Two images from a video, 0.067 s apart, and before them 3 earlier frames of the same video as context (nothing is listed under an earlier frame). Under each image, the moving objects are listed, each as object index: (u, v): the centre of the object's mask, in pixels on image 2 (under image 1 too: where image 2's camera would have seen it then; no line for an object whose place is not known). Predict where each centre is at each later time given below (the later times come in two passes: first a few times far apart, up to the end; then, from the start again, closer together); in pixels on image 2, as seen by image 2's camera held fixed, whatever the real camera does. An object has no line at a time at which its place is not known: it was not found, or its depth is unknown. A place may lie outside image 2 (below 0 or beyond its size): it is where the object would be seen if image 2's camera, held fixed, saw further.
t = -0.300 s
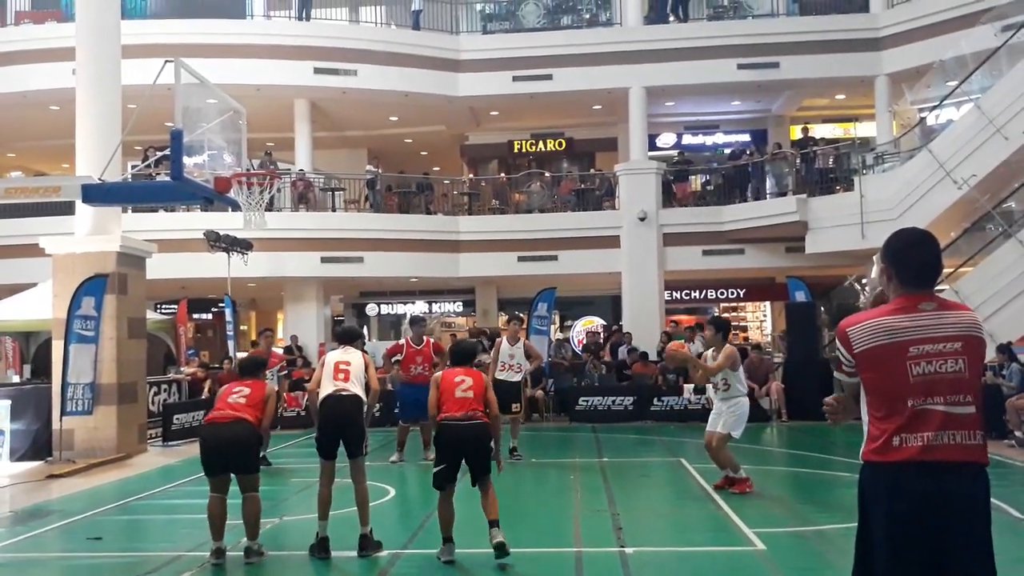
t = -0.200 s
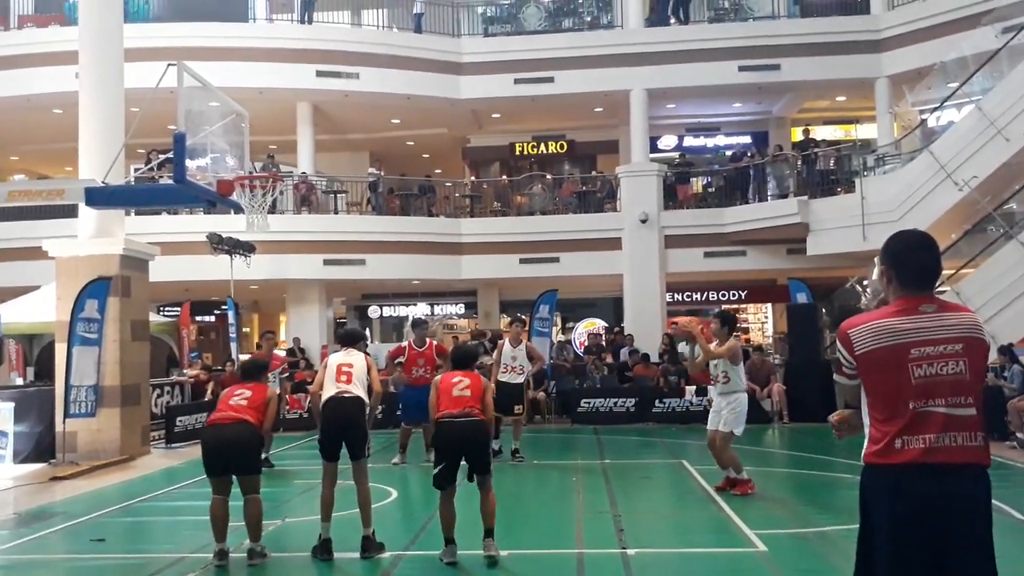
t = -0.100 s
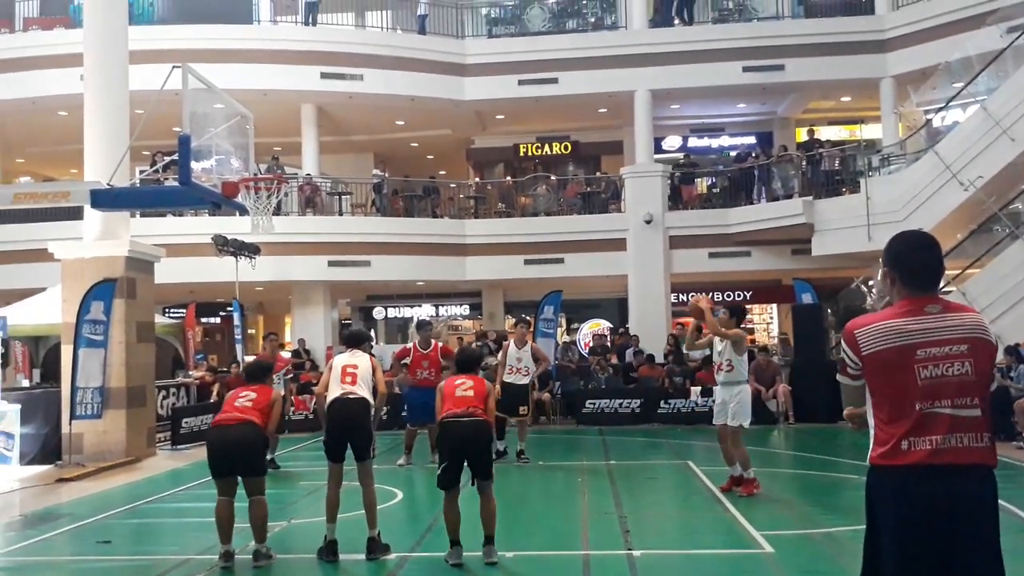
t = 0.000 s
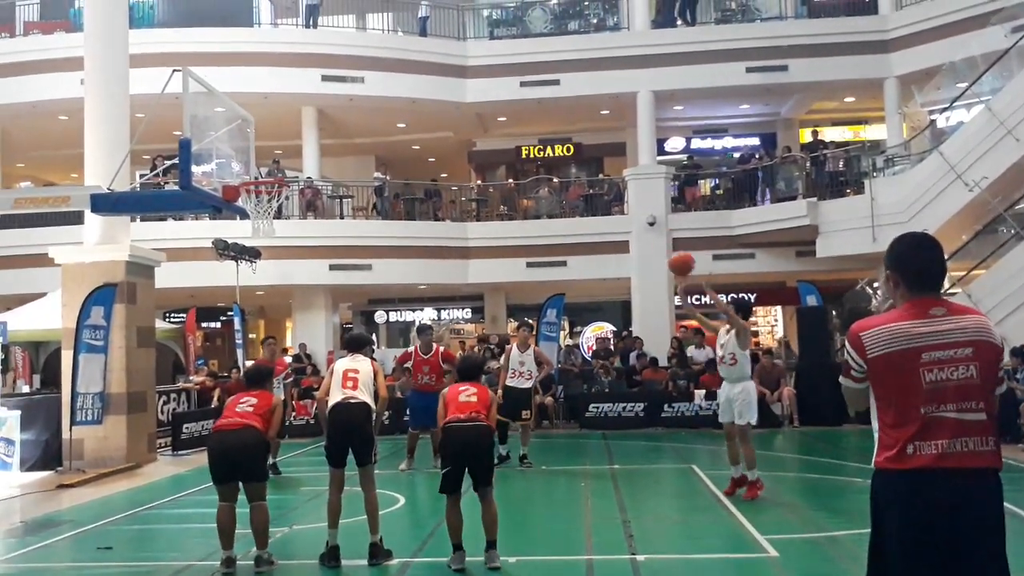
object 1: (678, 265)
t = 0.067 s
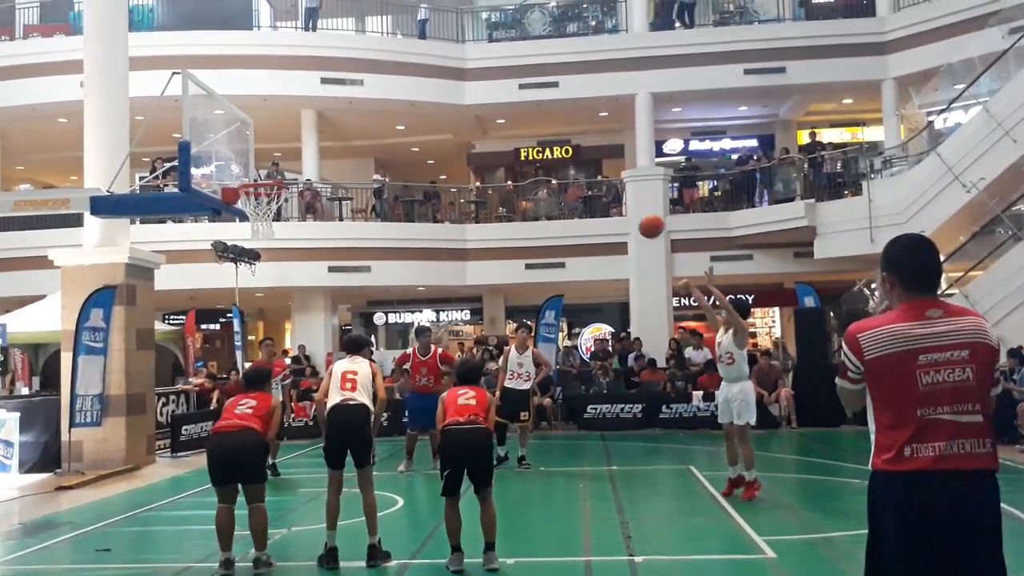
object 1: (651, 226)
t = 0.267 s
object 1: (568, 136)
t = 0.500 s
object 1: (476, 84)
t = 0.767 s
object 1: (375, 89)
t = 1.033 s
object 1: (278, 163)
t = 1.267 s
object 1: (246, 229)
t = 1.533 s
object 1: (253, 321)
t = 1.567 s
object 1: (253, 338)
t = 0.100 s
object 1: (637, 209)
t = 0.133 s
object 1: (623, 192)
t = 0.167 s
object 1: (609, 176)
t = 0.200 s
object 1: (595, 162)
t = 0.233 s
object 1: (582, 149)
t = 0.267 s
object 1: (568, 136)
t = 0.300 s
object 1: (555, 126)
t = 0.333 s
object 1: (541, 116)
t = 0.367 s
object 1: (529, 108)
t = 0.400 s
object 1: (515, 101)
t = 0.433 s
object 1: (502, 94)
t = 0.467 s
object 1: (489, 88)
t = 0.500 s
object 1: (476, 84)
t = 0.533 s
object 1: (463, 81)
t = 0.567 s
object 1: (450, 79)
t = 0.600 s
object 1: (437, 78)
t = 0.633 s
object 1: (425, 78)
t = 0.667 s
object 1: (413, 79)
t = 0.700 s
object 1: (400, 81)
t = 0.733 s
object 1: (388, 84)
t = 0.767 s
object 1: (375, 89)
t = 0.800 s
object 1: (363, 95)
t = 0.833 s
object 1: (351, 102)
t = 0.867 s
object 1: (338, 110)
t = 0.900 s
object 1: (326, 118)
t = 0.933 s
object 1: (315, 127)
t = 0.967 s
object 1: (302, 139)
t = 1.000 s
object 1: (291, 150)
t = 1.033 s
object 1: (278, 163)
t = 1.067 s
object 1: (265, 175)
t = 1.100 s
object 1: (253, 192)
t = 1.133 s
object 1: (245, 203)
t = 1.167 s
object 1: (244, 207)
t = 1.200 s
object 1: (245, 219)
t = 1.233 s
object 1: (244, 222)
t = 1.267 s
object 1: (246, 229)
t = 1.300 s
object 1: (247, 236)
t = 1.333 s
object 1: (249, 246)
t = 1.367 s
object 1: (249, 256)
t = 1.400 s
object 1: (249, 266)
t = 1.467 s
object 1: (252, 291)
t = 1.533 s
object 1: (253, 321)
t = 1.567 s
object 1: (253, 338)
